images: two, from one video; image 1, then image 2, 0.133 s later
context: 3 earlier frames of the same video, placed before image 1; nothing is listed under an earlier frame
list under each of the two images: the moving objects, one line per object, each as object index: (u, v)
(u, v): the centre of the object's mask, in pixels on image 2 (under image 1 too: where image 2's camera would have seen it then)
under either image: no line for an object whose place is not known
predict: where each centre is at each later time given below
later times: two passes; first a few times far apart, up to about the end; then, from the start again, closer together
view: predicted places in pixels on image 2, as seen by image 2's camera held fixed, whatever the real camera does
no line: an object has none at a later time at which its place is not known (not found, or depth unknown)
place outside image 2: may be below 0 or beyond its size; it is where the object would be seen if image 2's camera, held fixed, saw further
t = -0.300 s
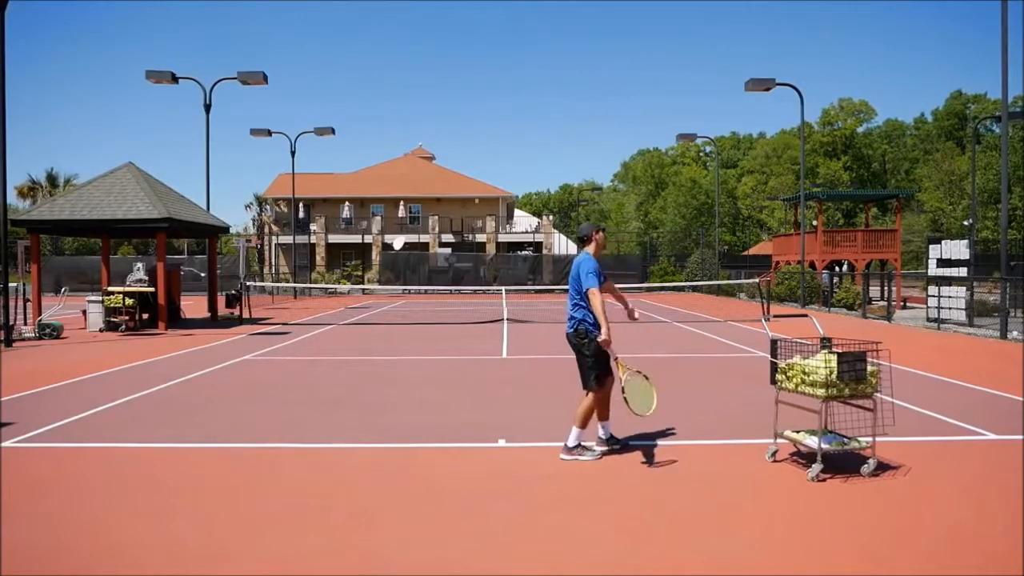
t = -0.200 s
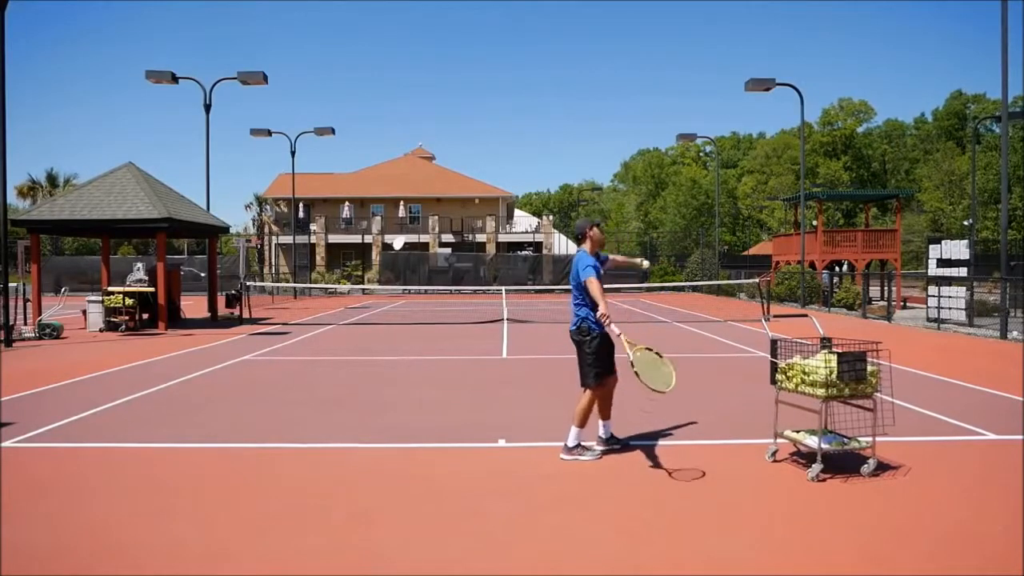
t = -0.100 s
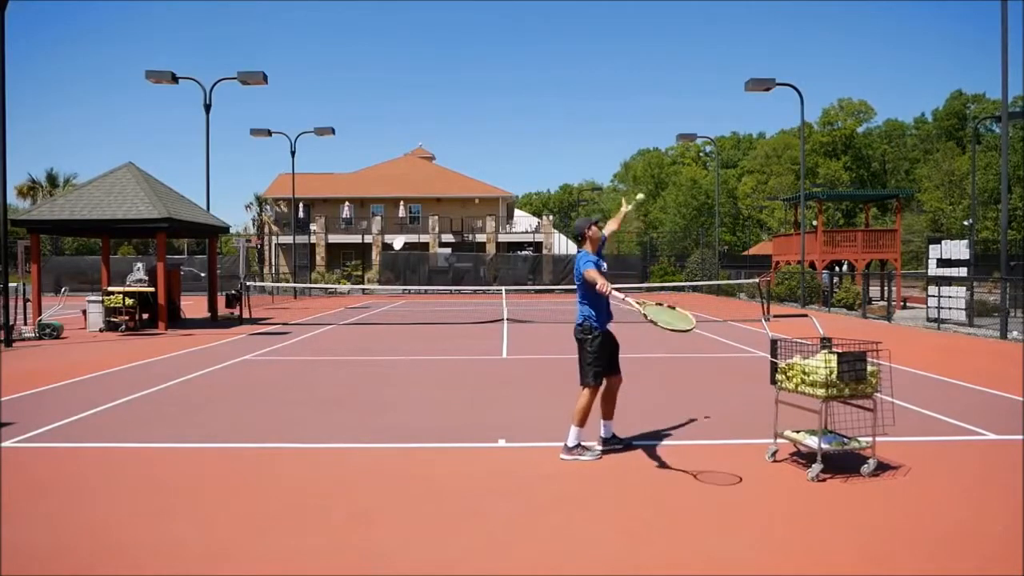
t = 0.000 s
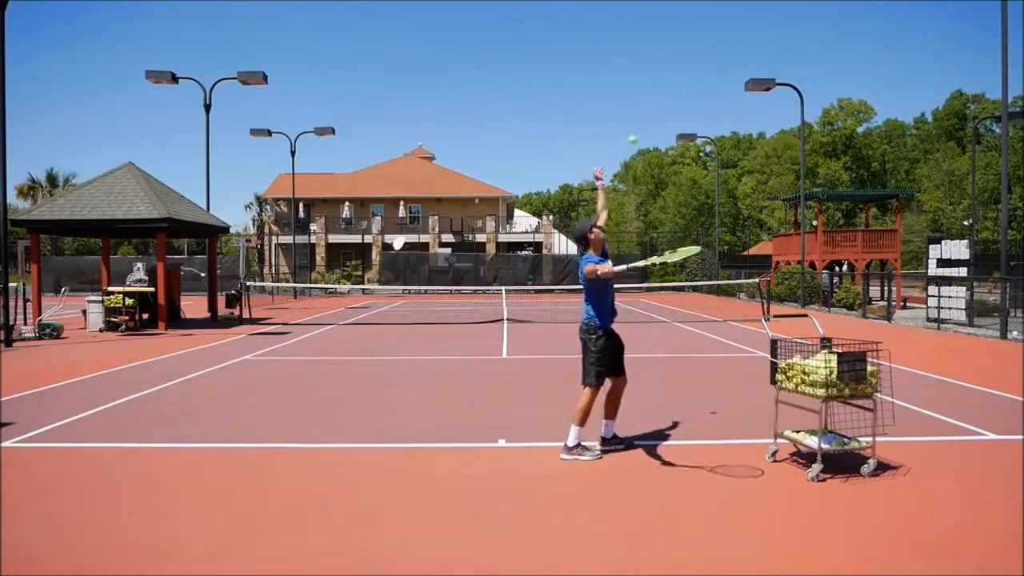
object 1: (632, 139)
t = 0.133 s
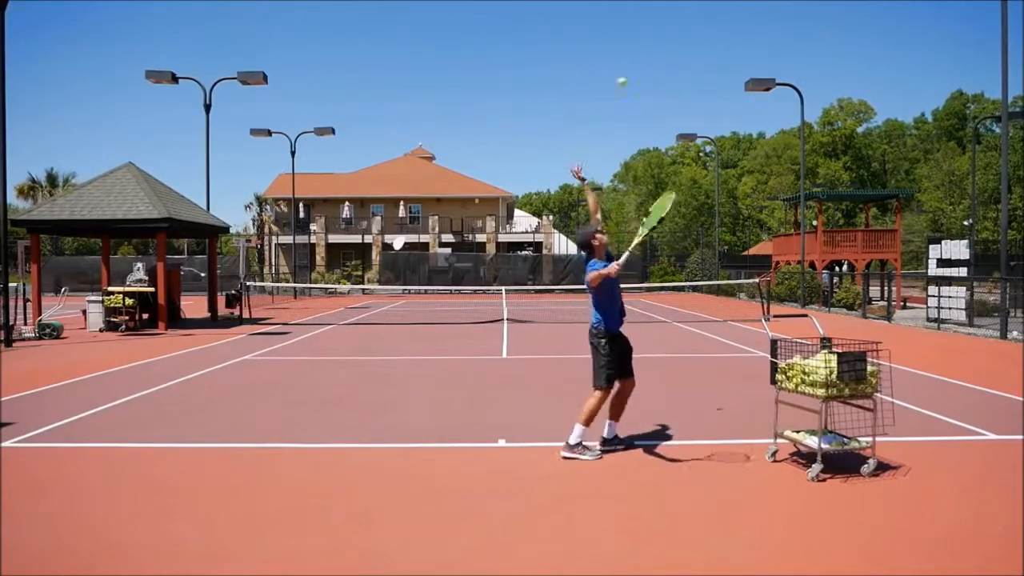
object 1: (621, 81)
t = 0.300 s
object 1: (610, 38)
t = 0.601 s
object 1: (592, 43)
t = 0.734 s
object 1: (584, 78)
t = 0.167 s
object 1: (619, 70)
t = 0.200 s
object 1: (617, 60)
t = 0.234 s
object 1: (615, 52)
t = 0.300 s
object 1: (610, 38)
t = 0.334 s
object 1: (608, 34)
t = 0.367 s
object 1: (606, 30)
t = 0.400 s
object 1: (604, 28)
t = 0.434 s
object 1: (602, 28)
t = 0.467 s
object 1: (600, 28)
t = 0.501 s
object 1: (598, 30)
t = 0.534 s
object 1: (596, 33)
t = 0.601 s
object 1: (592, 43)
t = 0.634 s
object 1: (590, 49)
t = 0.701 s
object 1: (585, 68)
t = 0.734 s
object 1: (584, 78)
